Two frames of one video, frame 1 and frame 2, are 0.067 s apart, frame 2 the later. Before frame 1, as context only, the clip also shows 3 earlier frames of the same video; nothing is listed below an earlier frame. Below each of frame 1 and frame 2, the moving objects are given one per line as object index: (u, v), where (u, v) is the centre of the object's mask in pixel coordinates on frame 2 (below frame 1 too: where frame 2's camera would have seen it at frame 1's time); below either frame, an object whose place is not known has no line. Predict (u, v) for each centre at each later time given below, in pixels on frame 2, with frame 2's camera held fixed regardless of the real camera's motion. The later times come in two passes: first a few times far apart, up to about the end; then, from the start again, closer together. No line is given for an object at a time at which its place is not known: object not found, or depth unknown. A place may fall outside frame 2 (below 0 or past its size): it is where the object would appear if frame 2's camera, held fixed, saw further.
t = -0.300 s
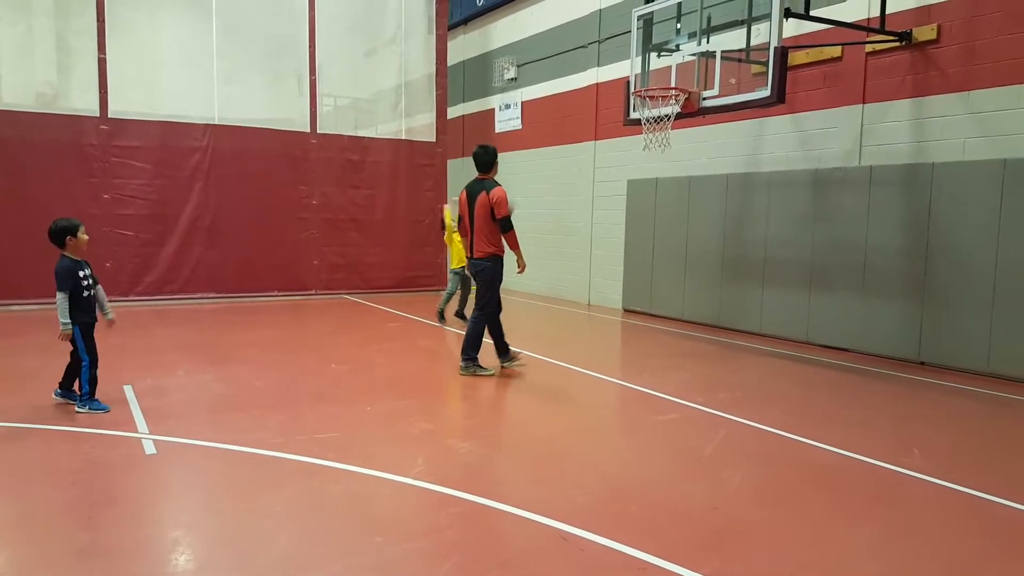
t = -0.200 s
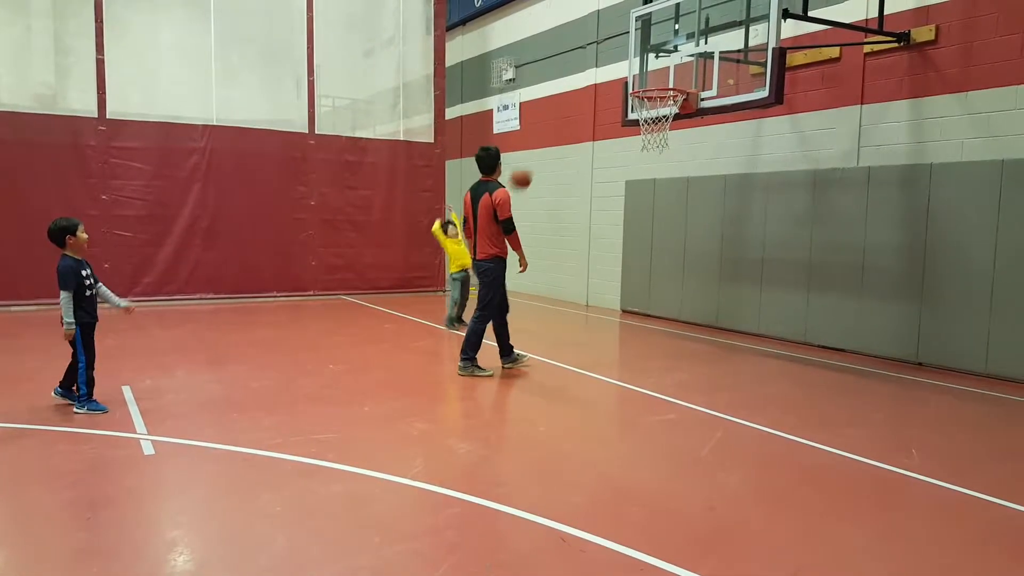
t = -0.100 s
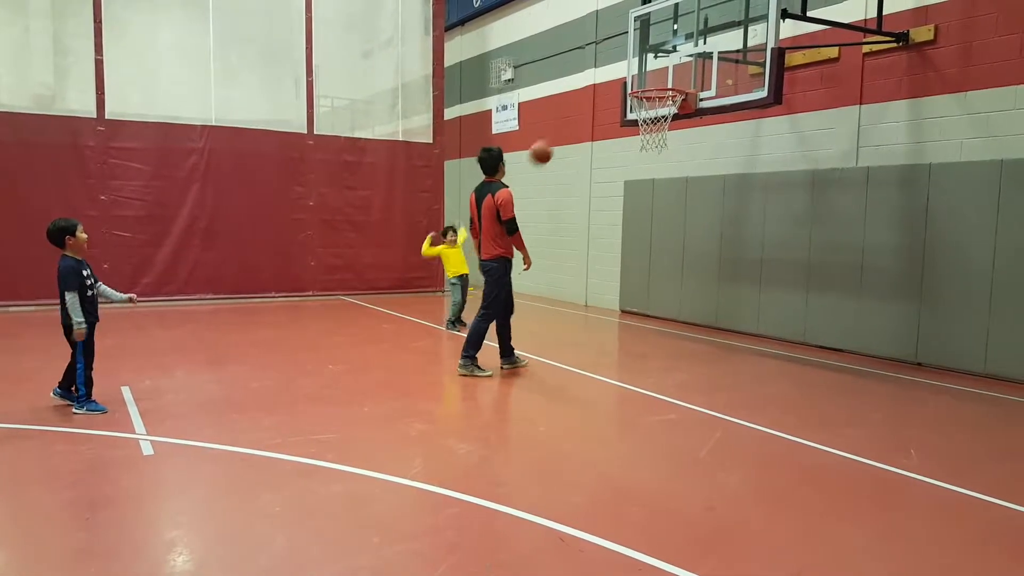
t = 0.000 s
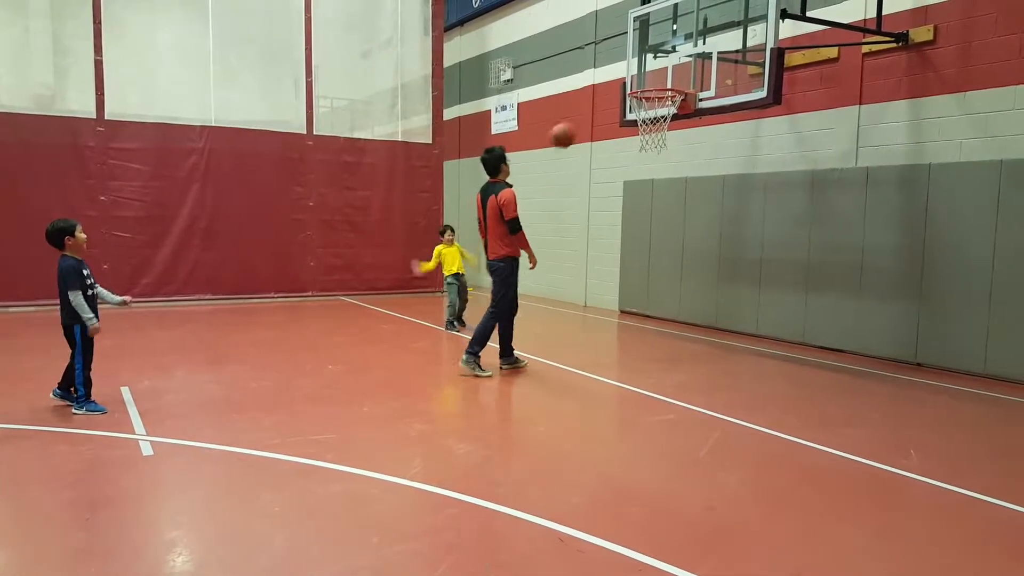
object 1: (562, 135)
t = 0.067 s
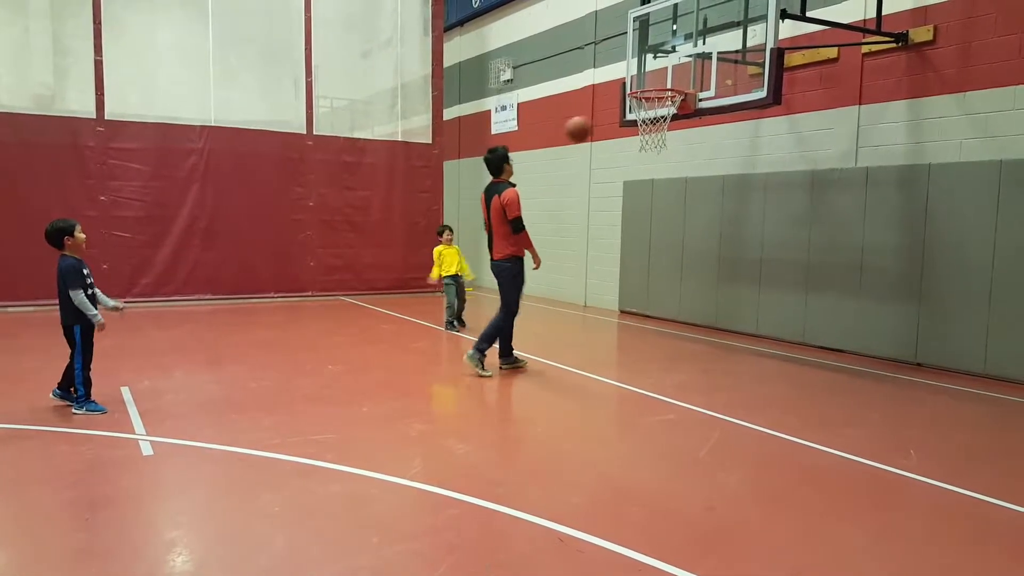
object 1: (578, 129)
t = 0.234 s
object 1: (621, 132)
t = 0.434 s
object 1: (678, 184)
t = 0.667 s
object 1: (752, 318)
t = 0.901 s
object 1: (830, 305)
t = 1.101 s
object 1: (903, 240)
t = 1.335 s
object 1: (1001, 231)
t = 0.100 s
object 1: (586, 127)
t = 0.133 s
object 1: (594, 127)
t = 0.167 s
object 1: (602, 128)
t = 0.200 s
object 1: (612, 129)
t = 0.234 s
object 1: (621, 132)
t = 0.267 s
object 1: (629, 137)
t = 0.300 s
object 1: (639, 144)
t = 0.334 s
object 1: (648, 151)
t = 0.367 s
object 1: (657, 160)
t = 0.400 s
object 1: (667, 171)
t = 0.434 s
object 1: (678, 184)
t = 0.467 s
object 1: (687, 198)
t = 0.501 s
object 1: (698, 213)
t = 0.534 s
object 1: (708, 230)
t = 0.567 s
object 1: (719, 249)
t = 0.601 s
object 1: (730, 270)
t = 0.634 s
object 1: (740, 293)
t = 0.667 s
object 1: (752, 318)
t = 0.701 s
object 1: (761, 343)
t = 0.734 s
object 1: (775, 378)
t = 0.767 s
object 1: (784, 376)
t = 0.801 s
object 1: (795, 355)
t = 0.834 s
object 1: (806, 337)
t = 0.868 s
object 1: (819, 319)
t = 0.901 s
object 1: (830, 305)
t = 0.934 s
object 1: (841, 291)
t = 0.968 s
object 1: (853, 279)
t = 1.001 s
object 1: (865, 268)
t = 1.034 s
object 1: (877, 258)
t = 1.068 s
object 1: (890, 248)
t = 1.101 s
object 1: (903, 240)
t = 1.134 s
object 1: (916, 233)
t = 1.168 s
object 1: (930, 229)
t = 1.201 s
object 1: (942, 226)
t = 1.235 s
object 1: (956, 224)
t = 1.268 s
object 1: (971, 224)
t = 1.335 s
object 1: (1001, 231)
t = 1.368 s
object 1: (1013, 237)
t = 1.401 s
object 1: (1022, 245)
